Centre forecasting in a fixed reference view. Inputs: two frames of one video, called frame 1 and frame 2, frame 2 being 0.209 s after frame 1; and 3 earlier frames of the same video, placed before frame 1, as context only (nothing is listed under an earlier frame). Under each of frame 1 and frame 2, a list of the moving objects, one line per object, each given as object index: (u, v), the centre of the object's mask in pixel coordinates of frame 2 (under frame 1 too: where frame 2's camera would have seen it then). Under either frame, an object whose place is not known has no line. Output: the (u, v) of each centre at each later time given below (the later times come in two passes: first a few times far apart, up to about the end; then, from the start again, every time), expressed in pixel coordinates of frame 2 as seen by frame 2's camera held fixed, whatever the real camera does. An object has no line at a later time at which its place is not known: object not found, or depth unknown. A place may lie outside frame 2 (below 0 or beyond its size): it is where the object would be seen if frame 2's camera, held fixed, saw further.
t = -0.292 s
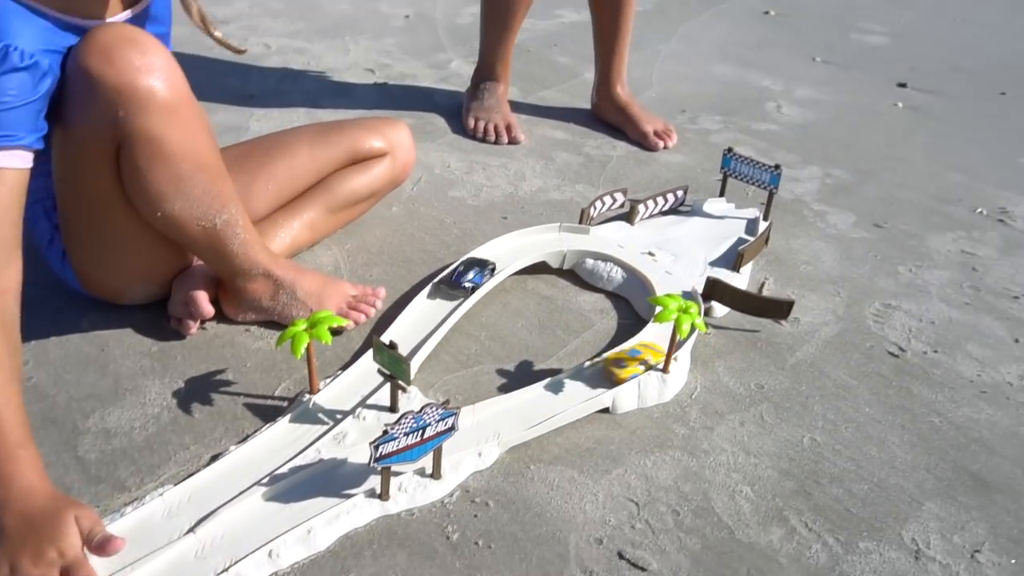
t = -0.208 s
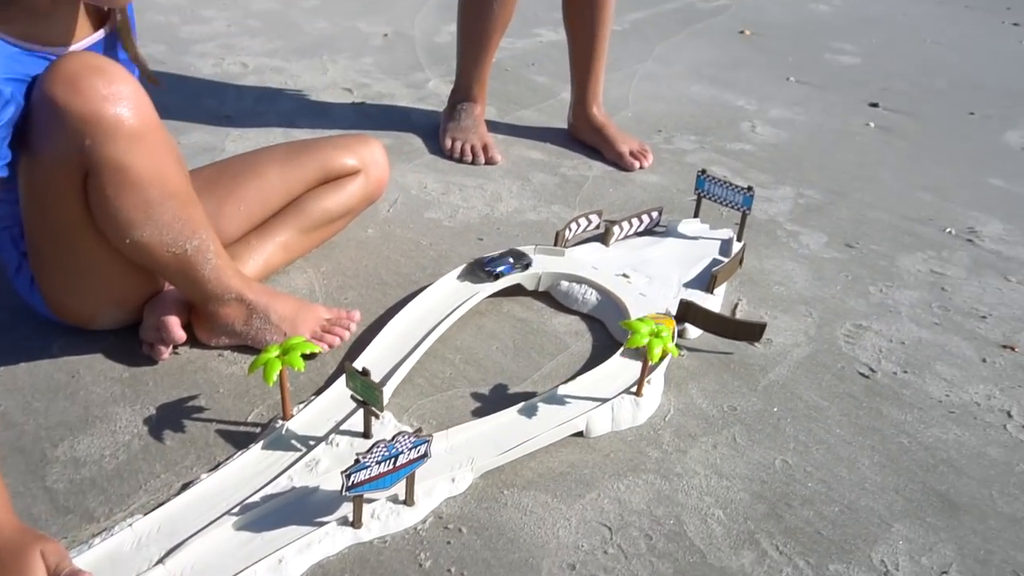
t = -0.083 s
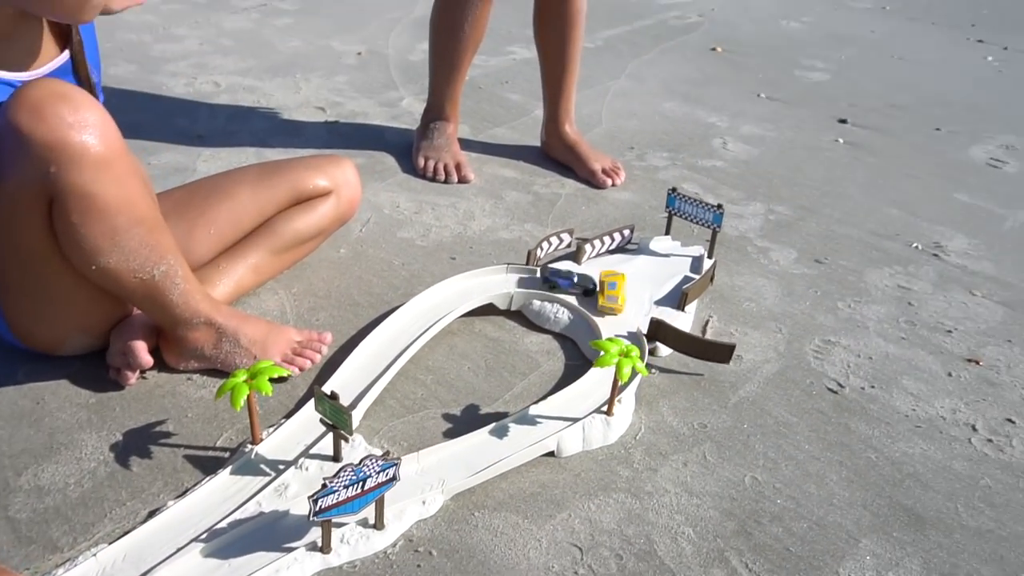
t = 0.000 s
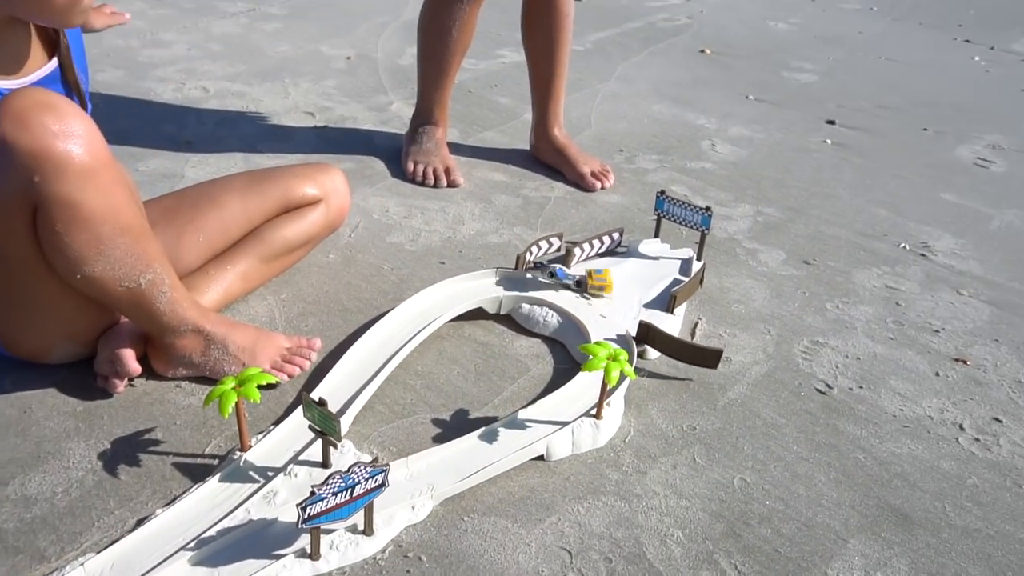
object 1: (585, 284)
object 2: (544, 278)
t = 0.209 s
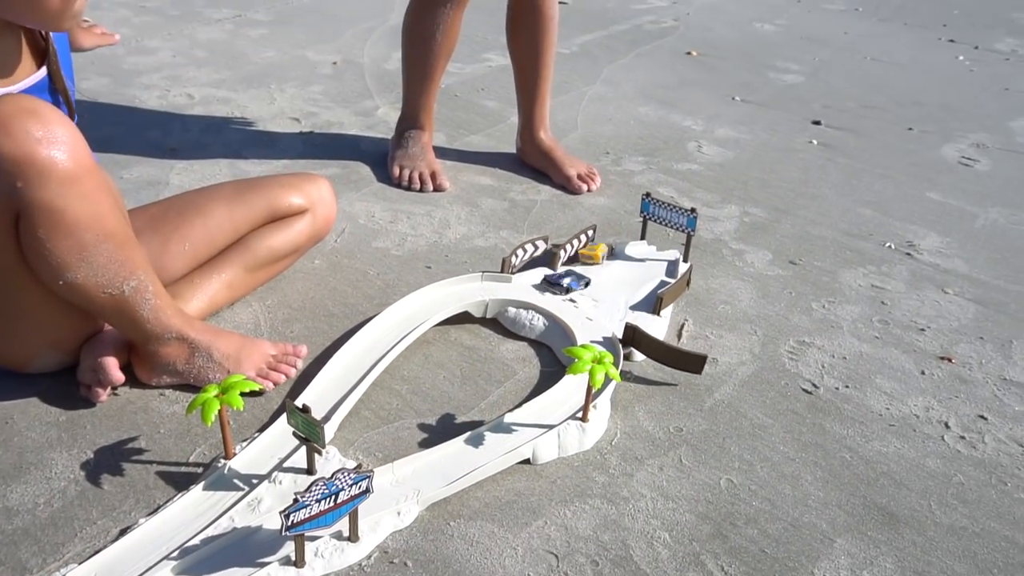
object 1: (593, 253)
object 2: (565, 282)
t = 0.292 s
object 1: (604, 244)
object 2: (580, 278)
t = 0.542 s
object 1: (629, 225)
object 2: (620, 261)
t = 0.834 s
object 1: (634, 217)
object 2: (674, 248)
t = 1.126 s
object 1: (635, 216)
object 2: (730, 247)
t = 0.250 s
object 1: (594, 250)
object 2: (572, 281)
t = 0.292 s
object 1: (604, 244)
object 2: (580, 278)
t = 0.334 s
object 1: (610, 239)
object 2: (587, 275)
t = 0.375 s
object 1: (616, 235)
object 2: (594, 272)
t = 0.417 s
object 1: (620, 232)
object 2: (600, 270)
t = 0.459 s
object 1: (624, 230)
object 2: (606, 268)
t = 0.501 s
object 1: (627, 227)
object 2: (613, 264)
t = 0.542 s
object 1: (629, 225)
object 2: (620, 261)
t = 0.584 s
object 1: (630, 223)
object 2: (627, 257)
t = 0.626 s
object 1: (631, 221)
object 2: (634, 253)
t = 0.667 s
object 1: (632, 220)
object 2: (642, 252)
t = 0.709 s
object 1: (633, 219)
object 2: (649, 251)
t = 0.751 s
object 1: (634, 218)
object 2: (660, 249)
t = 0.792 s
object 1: (634, 217)
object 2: (665, 249)
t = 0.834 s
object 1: (634, 217)
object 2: (674, 248)
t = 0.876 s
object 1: (635, 217)
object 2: (684, 248)
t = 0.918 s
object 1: (635, 217)
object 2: (692, 249)
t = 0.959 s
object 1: (635, 216)
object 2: (701, 249)
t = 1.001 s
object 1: (635, 216)
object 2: (709, 249)
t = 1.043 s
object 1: (635, 216)
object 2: (714, 248)
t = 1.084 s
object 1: (635, 216)
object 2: (722, 248)
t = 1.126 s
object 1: (635, 216)
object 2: (730, 247)
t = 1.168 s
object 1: (635, 216)
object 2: (738, 247)
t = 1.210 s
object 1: (635, 216)
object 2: (745, 246)
